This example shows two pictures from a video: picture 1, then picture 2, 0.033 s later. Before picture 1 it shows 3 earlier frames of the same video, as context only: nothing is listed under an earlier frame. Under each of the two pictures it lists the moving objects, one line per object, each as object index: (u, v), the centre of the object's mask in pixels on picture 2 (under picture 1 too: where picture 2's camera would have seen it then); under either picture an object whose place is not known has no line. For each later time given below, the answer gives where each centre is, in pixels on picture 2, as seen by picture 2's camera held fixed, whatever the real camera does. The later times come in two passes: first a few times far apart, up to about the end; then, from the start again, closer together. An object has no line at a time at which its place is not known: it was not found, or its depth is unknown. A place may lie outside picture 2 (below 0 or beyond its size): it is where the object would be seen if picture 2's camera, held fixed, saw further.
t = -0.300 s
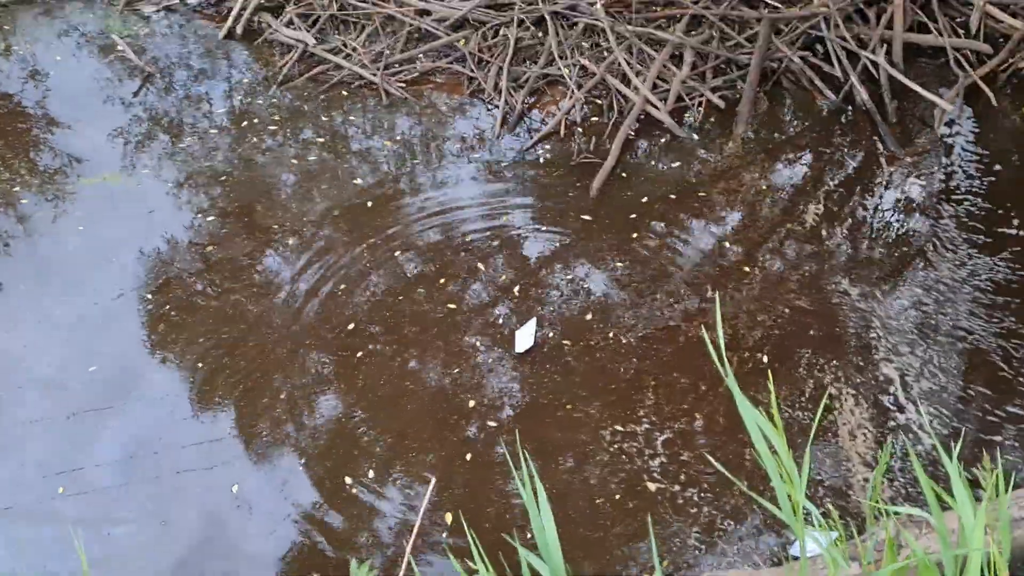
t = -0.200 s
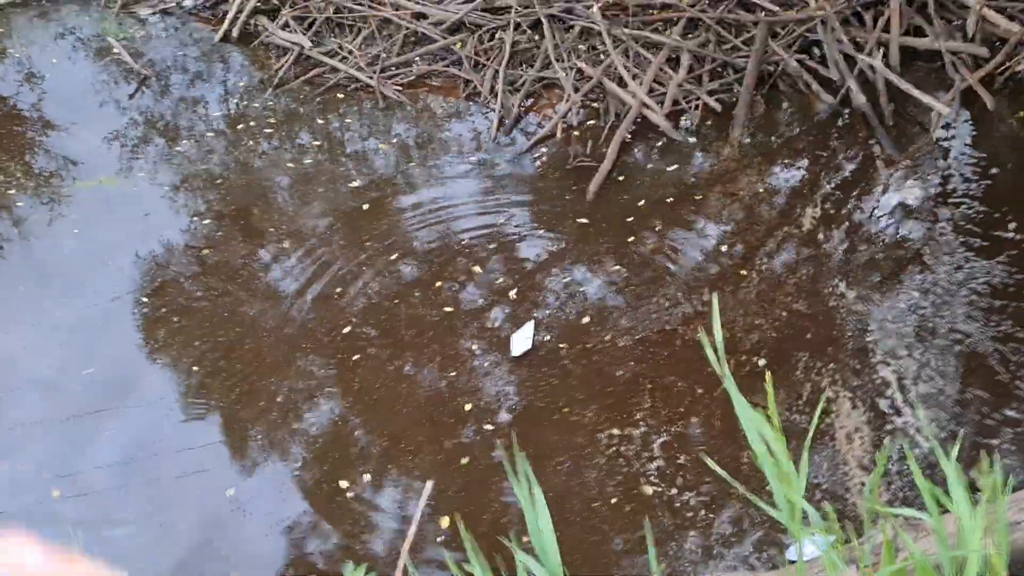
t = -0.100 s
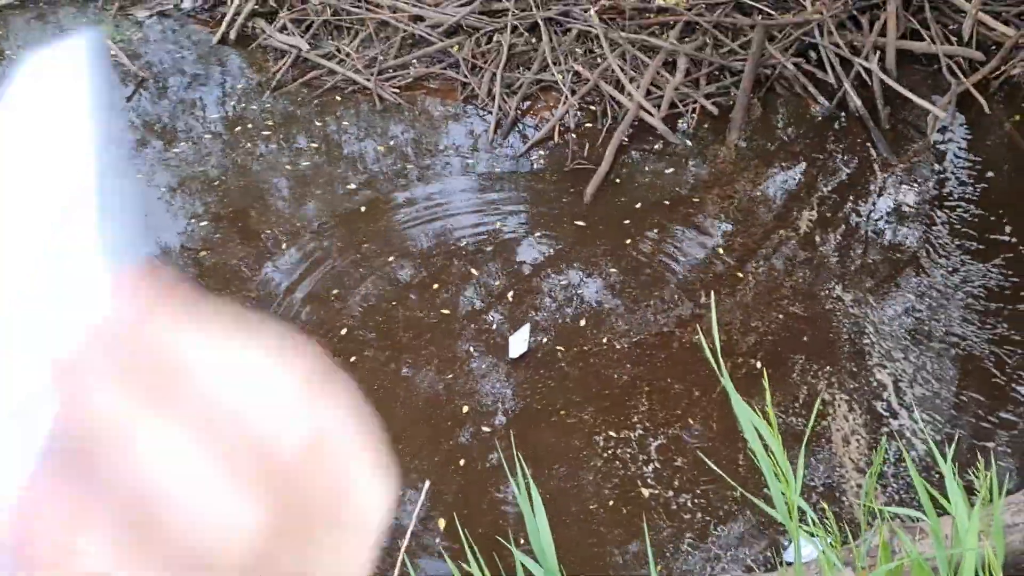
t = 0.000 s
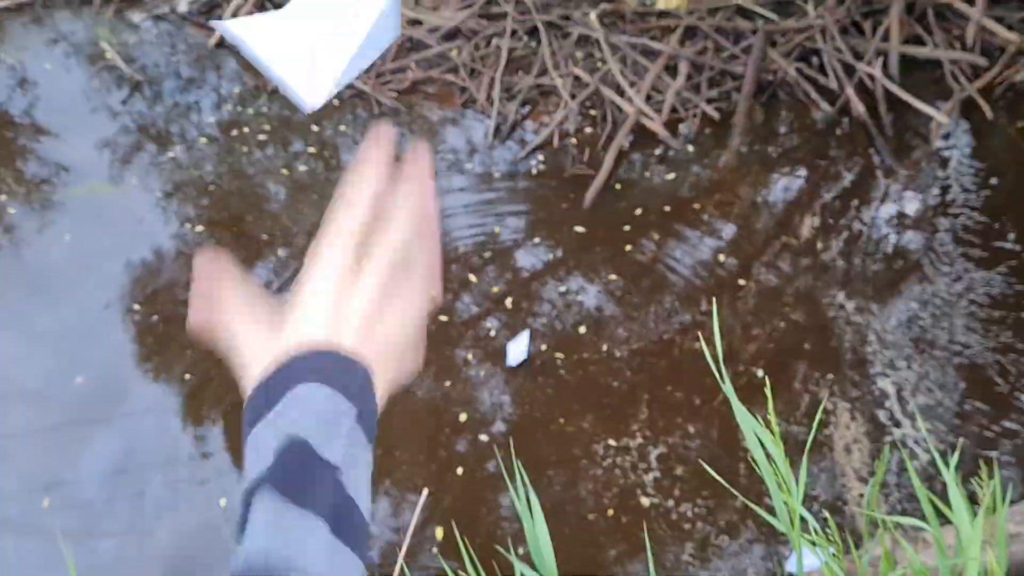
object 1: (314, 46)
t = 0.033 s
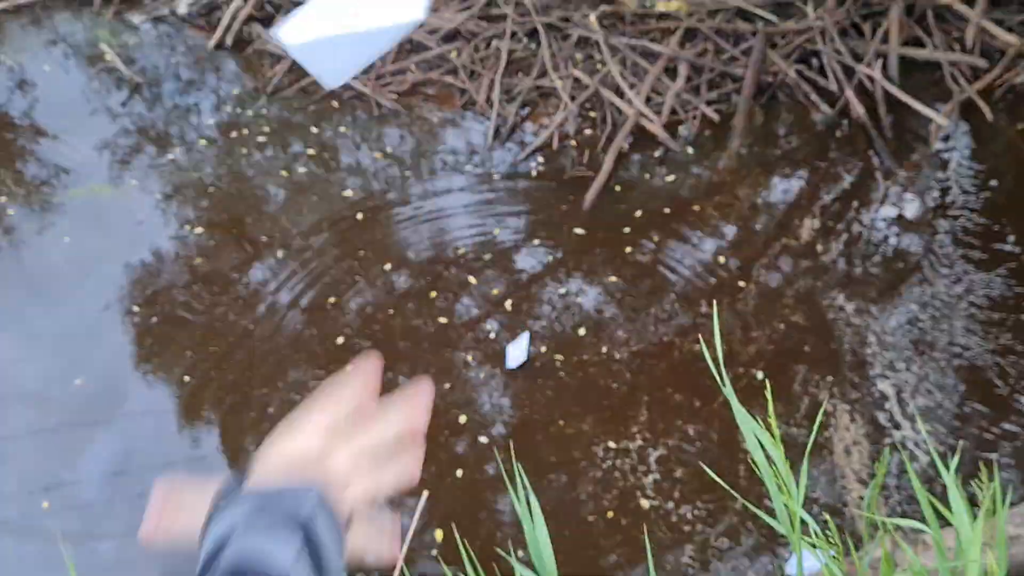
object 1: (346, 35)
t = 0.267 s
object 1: (431, 72)
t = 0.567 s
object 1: (344, 260)
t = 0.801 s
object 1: (364, 461)
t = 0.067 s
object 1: (394, 37)
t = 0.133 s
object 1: (457, 51)
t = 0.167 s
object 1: (458, 54)
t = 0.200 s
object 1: (454, 60)
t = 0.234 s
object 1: (443, 64)
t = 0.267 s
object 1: (431, 72)
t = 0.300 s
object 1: (425, 79)
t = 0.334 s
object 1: (420, 96)
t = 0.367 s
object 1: (405, 114)
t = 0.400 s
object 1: (389, 133)
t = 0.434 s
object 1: (376, 153)
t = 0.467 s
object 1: (365, 179)
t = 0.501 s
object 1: (358, 208)
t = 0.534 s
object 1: (351, 230)
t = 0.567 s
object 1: (344, 260)
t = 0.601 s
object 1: (342, 290)
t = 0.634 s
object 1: (342, 320)
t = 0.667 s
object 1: (345, 352)
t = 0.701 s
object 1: (349, 383)
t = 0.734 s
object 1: (352, 414)
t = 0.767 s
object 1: (358, 440)
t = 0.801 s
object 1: (364, 461)
